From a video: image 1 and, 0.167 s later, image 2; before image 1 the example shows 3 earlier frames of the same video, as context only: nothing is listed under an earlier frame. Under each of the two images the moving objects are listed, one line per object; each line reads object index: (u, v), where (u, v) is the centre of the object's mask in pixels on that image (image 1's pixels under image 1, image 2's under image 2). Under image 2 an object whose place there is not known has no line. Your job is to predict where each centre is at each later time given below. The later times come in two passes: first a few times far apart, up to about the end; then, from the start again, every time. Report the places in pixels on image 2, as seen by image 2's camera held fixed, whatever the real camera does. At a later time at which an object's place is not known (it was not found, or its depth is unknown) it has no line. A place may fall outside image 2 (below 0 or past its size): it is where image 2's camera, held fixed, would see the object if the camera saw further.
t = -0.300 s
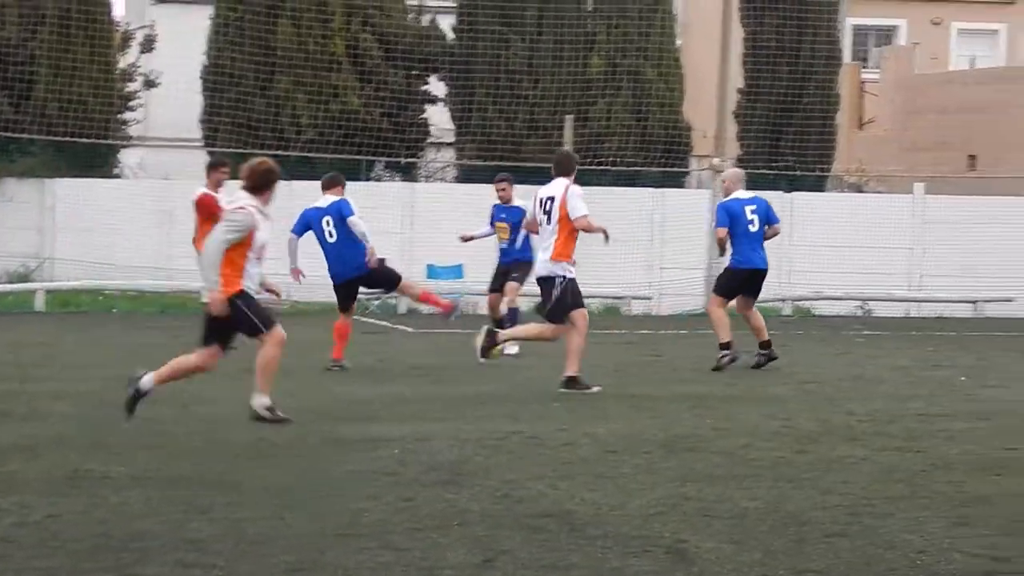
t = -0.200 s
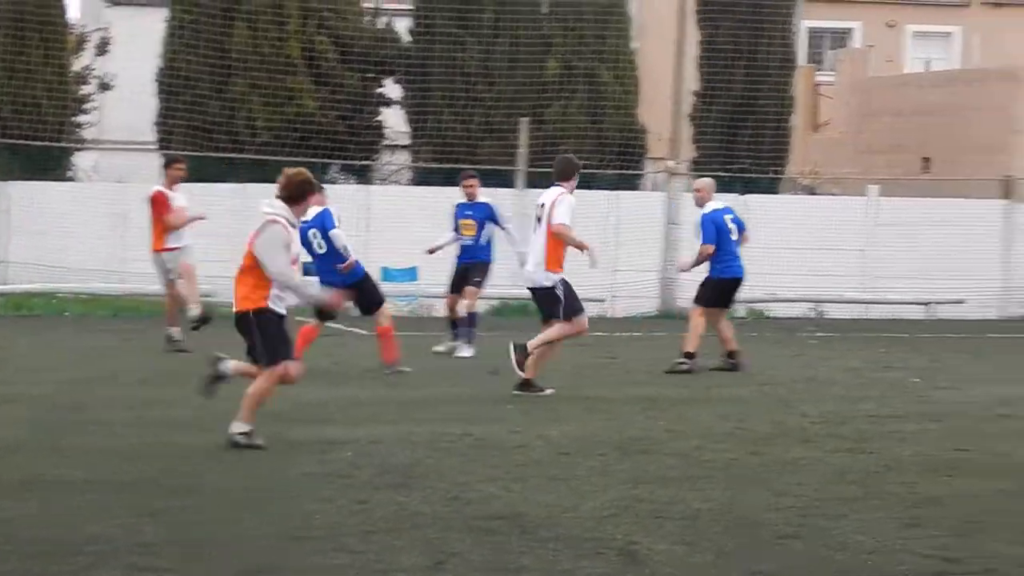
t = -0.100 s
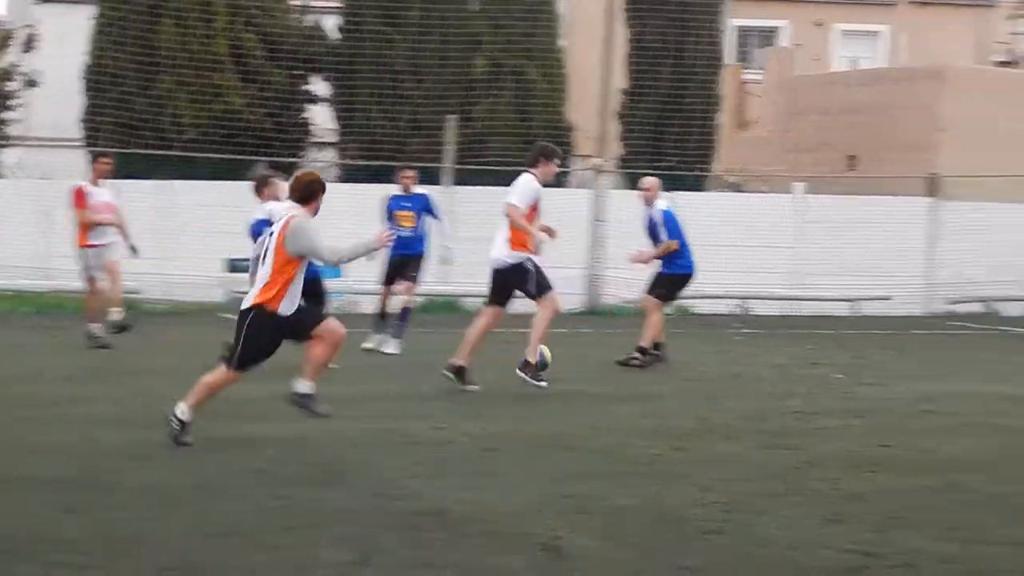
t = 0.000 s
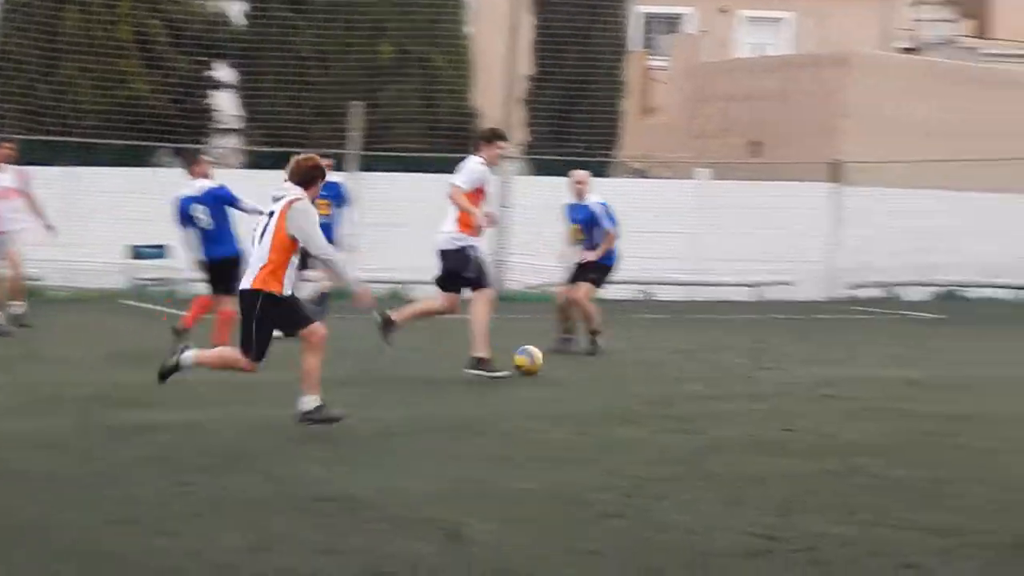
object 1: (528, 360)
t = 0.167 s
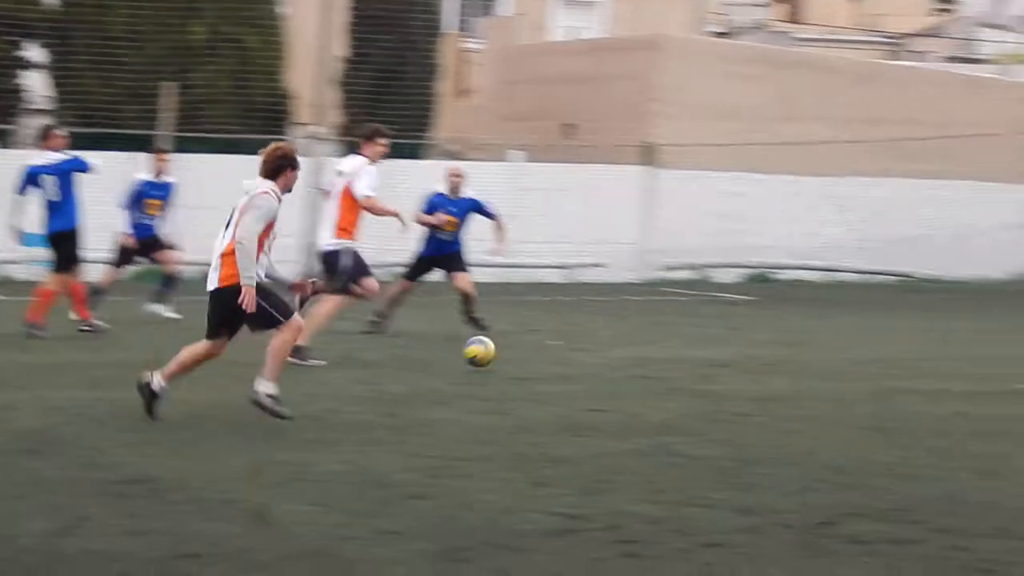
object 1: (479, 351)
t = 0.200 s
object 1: (508, 358)
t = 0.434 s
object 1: (684, 370)
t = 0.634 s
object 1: (834, 383)
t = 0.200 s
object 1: (508, 358)
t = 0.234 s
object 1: (534, 358)
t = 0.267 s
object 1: (561, 358)
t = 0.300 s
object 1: (587, 360)
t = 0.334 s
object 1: (610, 362)
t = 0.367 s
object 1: (637, 369)
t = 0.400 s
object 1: (661, 370)
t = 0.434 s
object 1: (684, 370)
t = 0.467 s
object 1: (708, 372)
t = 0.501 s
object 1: (735, 376)
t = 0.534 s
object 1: (756, 379)
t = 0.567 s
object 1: (781, 378)
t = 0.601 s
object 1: (809, 380)
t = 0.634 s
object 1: (834, 383)
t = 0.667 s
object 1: (858, 388)
